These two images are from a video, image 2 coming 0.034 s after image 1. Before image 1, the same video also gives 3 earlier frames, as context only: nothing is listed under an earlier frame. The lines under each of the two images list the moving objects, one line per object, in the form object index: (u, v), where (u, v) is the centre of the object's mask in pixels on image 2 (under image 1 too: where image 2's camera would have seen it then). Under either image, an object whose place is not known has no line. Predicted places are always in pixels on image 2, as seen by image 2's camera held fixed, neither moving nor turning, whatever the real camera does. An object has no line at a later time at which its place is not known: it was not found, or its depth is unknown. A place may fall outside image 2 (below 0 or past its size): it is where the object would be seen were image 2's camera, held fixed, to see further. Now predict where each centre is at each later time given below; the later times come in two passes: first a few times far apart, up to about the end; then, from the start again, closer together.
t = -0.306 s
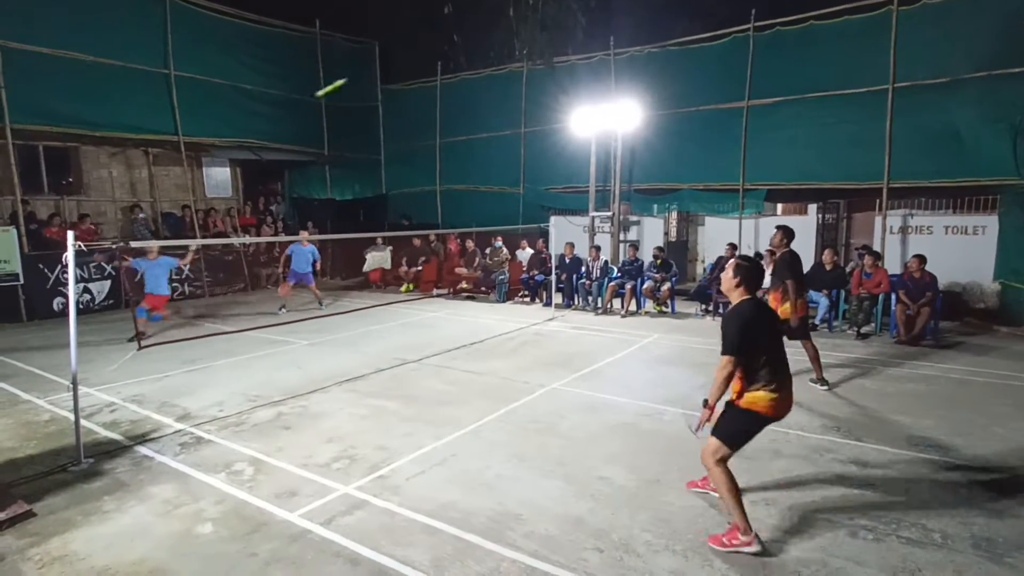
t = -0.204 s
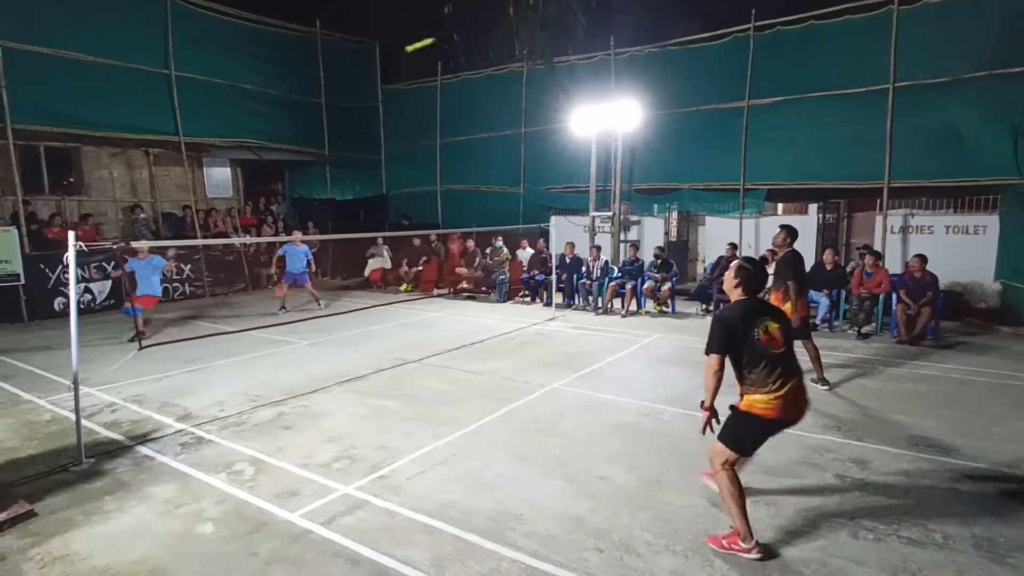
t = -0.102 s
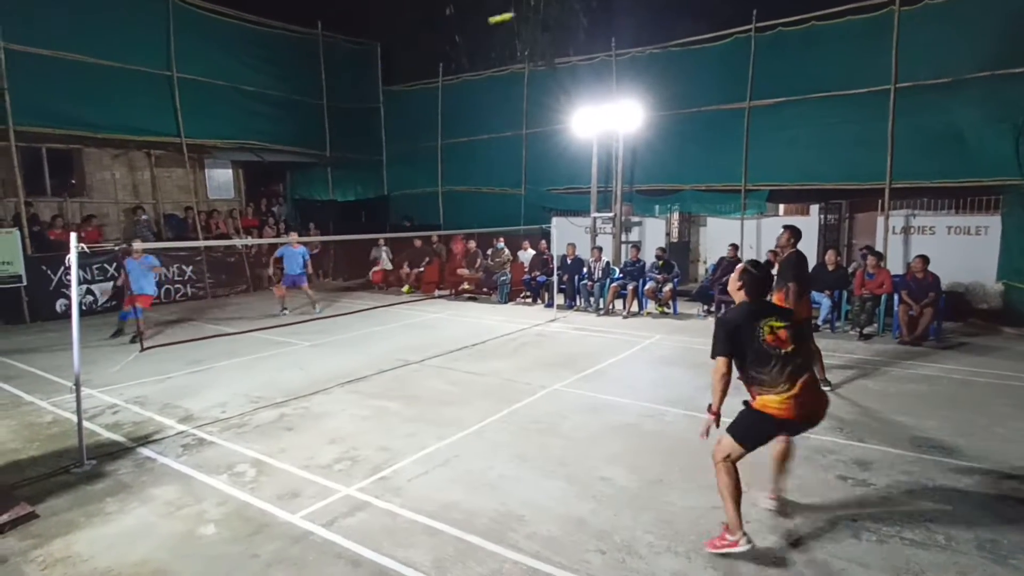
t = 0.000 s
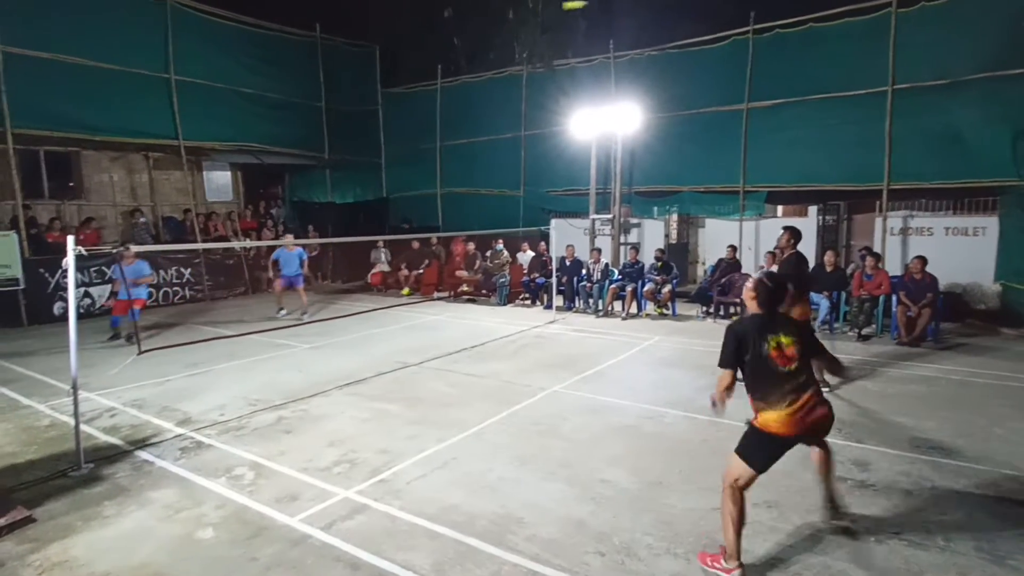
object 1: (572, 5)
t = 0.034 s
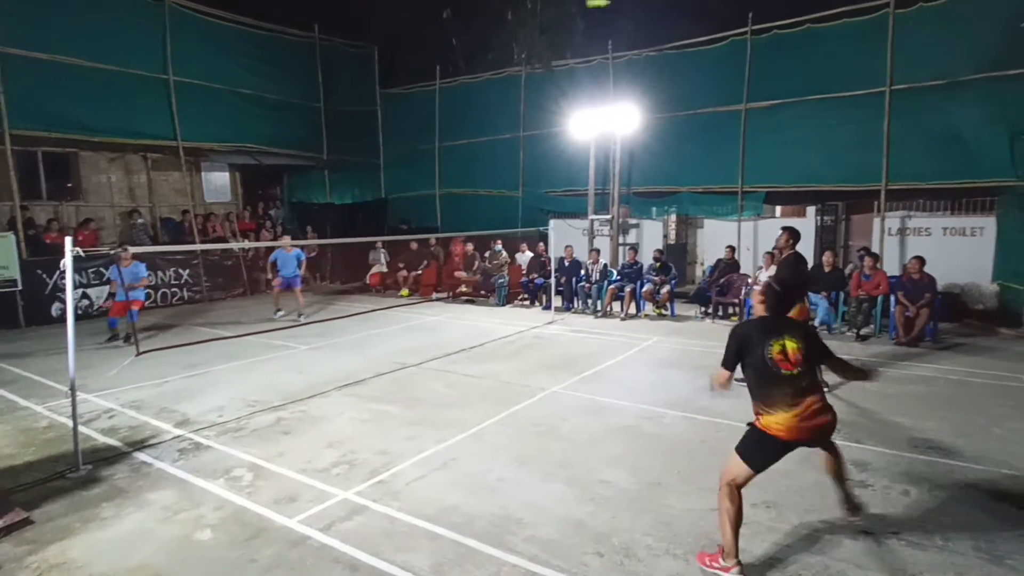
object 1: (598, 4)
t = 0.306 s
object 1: (778, 36)
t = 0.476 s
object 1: (880, 105)
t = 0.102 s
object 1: (644, 3)
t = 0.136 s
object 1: (667, 5)
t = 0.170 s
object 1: (690, 8)
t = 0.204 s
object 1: (713, 13)
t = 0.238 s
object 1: (734, 20)
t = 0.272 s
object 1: (757, 28)
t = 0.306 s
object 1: (778, 36)
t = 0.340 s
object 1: (799, 48)
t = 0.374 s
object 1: (821, 60)
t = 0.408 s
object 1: (840, 74)
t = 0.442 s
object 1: (861, 89)
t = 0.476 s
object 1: (880, 105)
